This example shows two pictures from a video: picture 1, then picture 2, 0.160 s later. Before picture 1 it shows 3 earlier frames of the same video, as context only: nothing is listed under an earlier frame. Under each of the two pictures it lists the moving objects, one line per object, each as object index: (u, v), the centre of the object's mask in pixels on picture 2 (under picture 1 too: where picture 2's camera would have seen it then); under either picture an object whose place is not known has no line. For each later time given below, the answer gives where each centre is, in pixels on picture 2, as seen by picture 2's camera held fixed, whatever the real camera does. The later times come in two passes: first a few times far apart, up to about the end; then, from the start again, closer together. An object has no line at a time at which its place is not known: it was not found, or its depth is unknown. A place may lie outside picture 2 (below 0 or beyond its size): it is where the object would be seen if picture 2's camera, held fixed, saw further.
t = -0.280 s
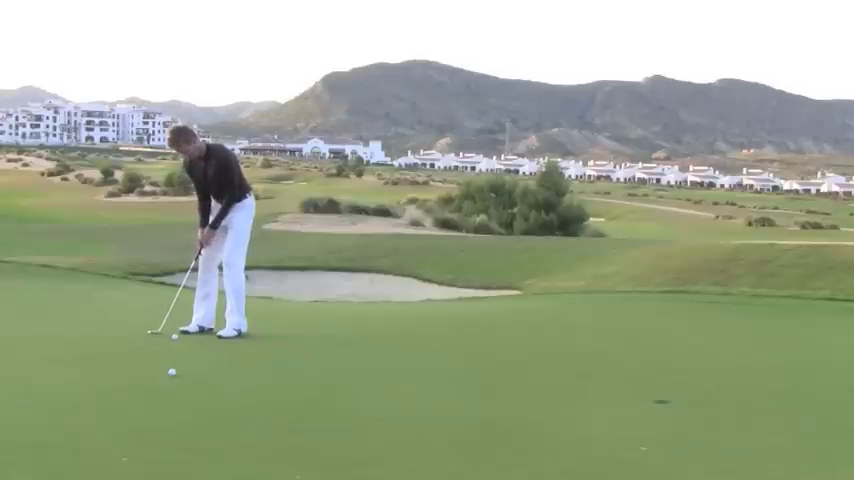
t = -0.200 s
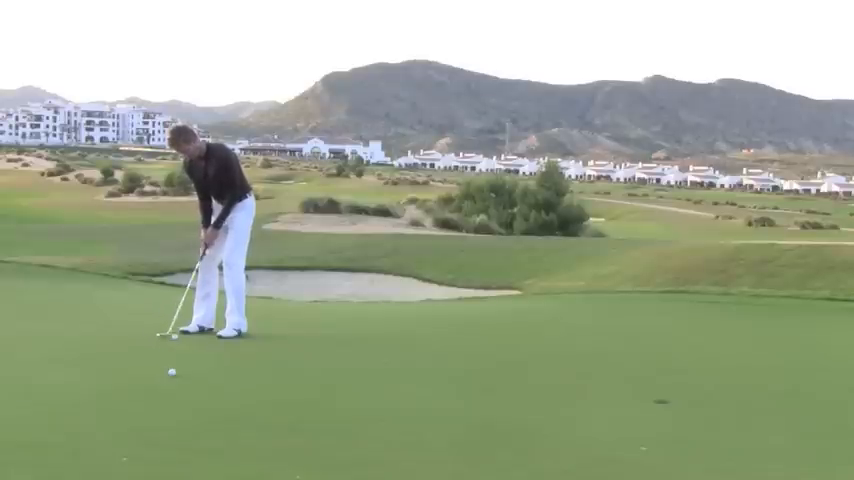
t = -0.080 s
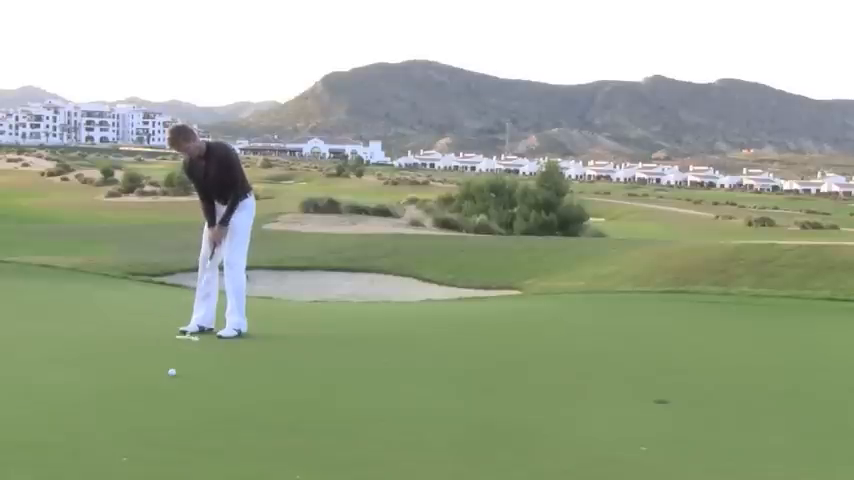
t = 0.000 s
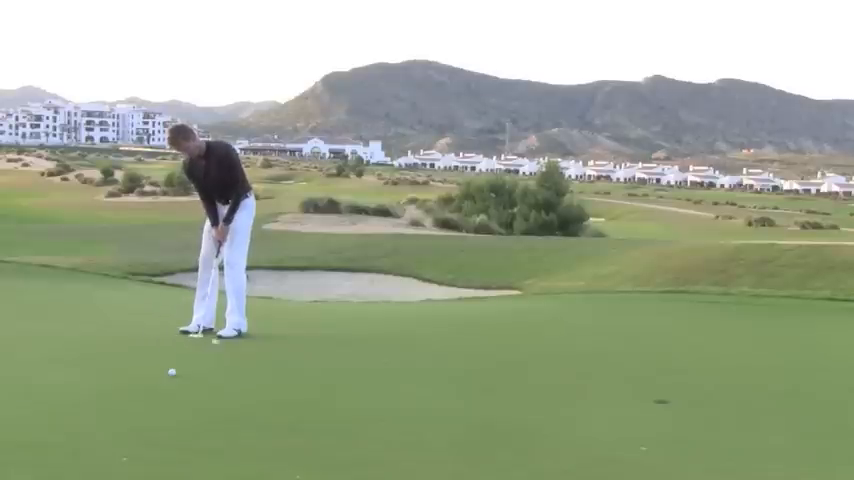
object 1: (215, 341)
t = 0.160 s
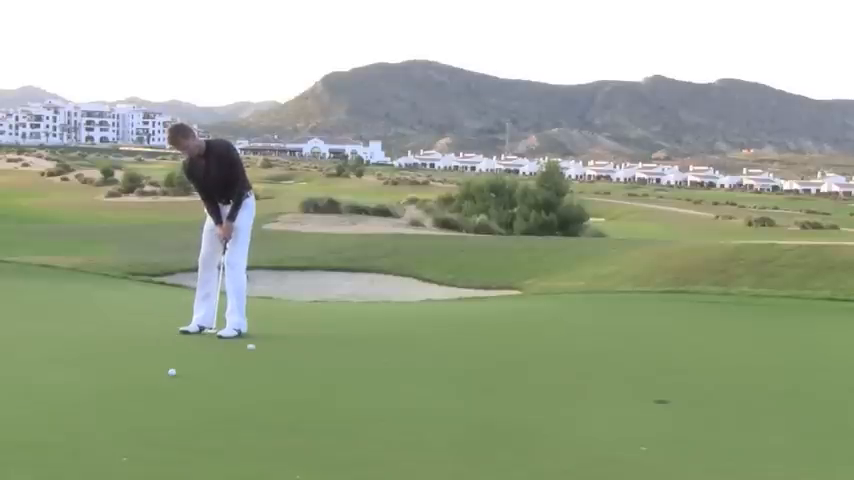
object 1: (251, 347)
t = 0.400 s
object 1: (303, 353)
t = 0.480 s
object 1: (320, 355)
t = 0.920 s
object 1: (414, 366)
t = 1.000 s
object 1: (431, 368)
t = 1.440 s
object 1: (517, 379)
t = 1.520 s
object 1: (531, 380)
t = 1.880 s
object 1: (590, 388)
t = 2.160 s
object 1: (628, 393)
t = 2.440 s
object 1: (657, 398)
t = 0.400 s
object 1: (303, 353)
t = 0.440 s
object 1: (312, 354)
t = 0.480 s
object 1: (320, 355)
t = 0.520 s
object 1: (329, 356)
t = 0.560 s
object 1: (338, 357)
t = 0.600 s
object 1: (346, 358)
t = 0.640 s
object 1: (355, 359)
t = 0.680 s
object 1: (363, 360)
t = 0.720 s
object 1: (372, 361)
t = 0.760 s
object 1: (381, 362)
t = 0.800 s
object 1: (389, 363)
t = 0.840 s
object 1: (397, 364)
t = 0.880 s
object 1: (405, 365)
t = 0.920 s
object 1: (414, 366)
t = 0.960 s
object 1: (422, 367)
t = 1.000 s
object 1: (431, 368)
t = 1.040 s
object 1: (439, 369)
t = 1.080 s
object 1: (447, 370)
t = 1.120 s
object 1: (454, 371)
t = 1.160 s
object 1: (463, 372)
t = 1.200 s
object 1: (471, 373)
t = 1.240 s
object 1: (479, 375)
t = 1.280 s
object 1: (487, 375)
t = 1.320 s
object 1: (494, 376)
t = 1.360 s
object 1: (502, 377)
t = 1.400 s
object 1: (509, 378)
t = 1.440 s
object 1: (517, 379)
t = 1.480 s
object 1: (524, 380)
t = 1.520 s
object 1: (531, 380)
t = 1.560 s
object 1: (538, 381)
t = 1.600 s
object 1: (545, 382)
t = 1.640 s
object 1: (552, 383)
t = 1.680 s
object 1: (558, 384)
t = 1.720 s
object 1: (565, 385)
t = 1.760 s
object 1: (571, 386)
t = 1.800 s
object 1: (578, 387)
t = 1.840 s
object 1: (584, 387)
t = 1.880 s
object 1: (590, 388)
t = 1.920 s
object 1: (596, 389)
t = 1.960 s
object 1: (602, 390)
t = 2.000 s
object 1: (608, 390)
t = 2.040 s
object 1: (613, 391)
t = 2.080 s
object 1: (618, 391)
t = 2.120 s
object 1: (623, 392)
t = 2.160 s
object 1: (628, 393)
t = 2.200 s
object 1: (632, 393)
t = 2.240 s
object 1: (637, 394)
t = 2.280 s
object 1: (641, 395)
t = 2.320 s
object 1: (645, 395)
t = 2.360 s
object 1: (649, 396)
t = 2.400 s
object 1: (653, 397)
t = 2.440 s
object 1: (657, 398)
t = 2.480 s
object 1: (659, 402)
